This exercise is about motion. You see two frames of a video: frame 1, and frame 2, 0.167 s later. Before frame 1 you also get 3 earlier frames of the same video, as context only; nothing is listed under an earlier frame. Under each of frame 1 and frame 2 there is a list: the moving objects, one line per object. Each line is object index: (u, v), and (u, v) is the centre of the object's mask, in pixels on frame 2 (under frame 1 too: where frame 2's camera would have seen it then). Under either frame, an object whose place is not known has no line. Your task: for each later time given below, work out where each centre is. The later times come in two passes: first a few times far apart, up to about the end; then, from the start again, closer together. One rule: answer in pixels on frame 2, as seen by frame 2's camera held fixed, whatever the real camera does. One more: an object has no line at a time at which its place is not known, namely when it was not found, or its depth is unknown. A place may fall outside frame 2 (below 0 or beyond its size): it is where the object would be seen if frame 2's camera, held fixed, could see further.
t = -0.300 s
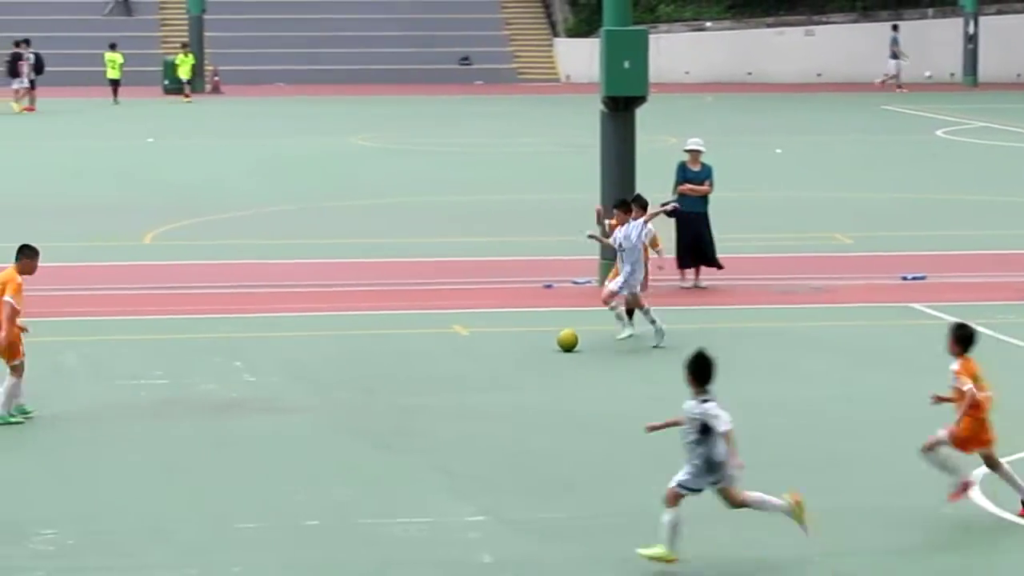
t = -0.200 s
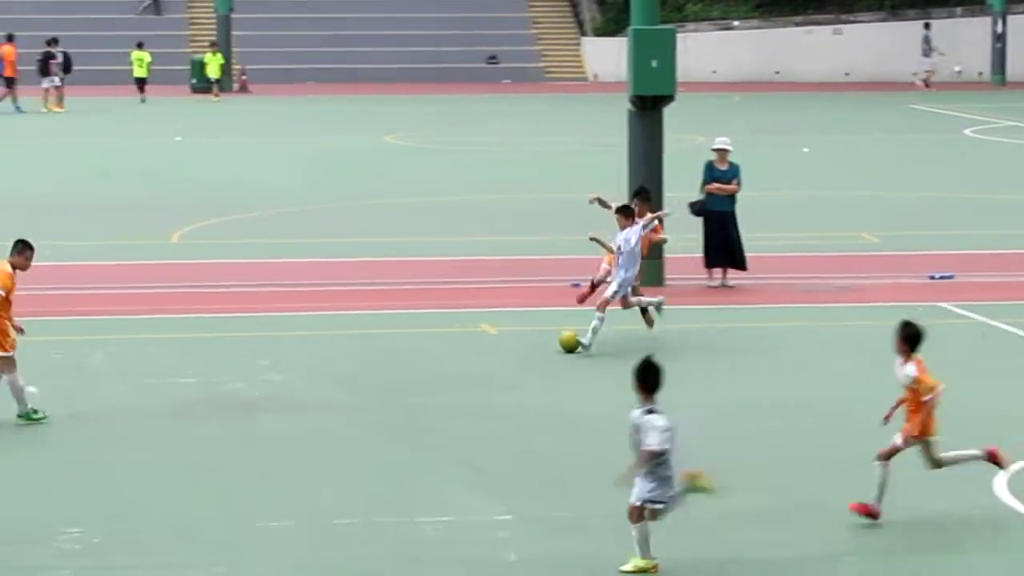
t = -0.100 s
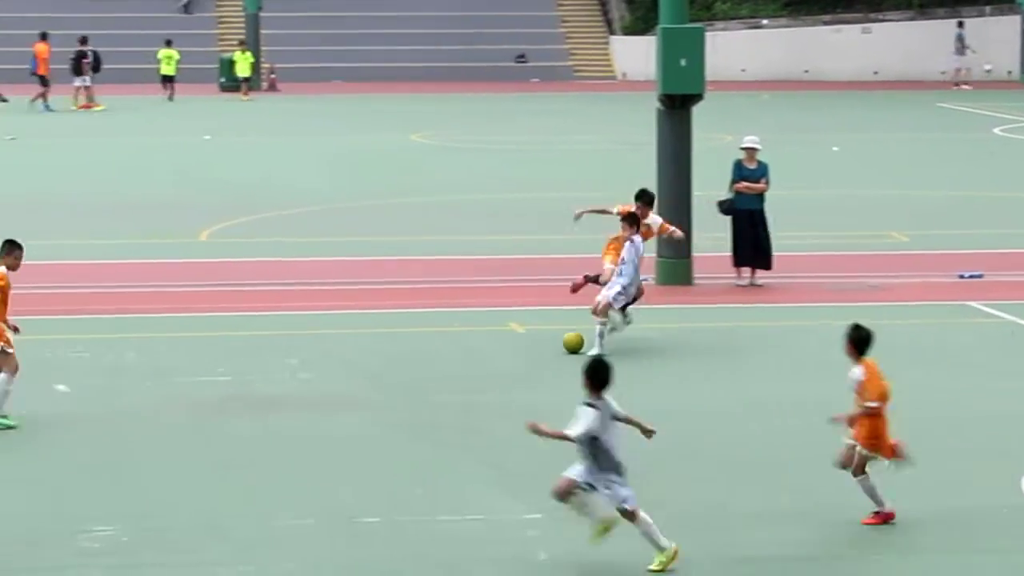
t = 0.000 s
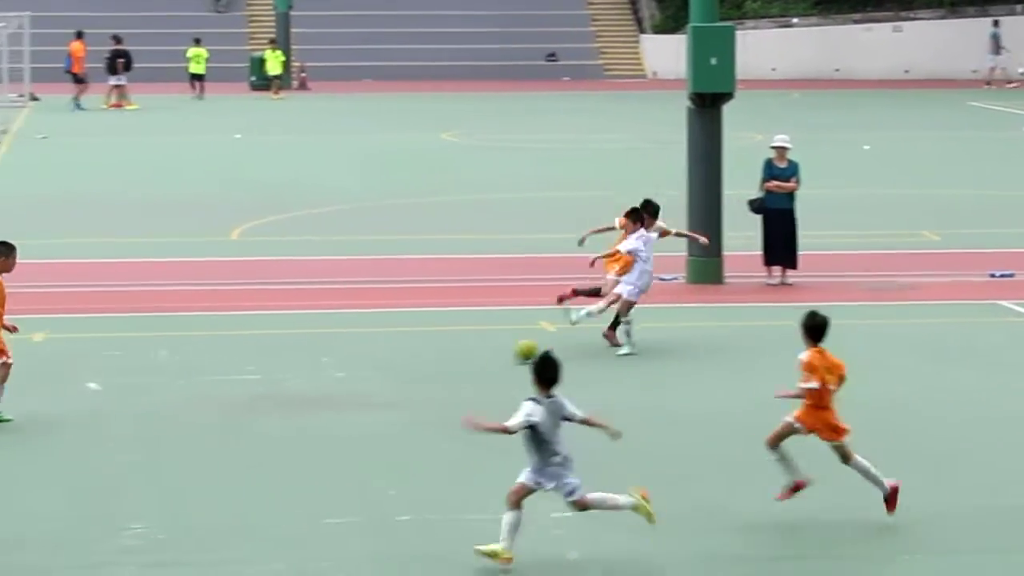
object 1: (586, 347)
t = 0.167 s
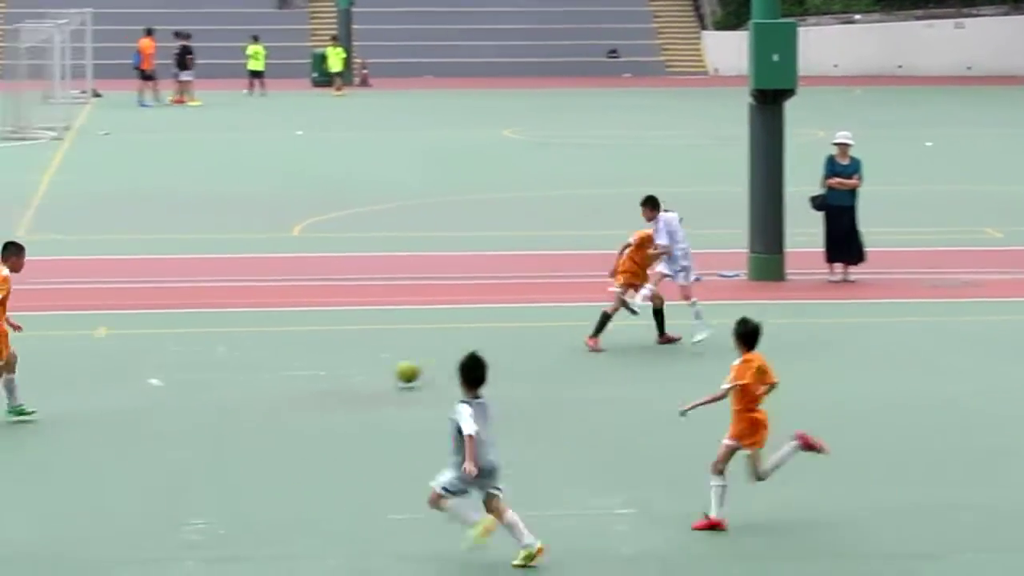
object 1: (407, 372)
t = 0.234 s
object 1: (336, 388)
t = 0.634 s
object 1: (-64, 465)
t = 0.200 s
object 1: (372, 379)
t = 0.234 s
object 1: (336, 388)
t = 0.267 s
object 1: (301, 390)
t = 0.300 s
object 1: (267, 395)
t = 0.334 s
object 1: (232, 402)
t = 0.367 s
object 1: (197, 409)
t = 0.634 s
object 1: (-64, 465)
